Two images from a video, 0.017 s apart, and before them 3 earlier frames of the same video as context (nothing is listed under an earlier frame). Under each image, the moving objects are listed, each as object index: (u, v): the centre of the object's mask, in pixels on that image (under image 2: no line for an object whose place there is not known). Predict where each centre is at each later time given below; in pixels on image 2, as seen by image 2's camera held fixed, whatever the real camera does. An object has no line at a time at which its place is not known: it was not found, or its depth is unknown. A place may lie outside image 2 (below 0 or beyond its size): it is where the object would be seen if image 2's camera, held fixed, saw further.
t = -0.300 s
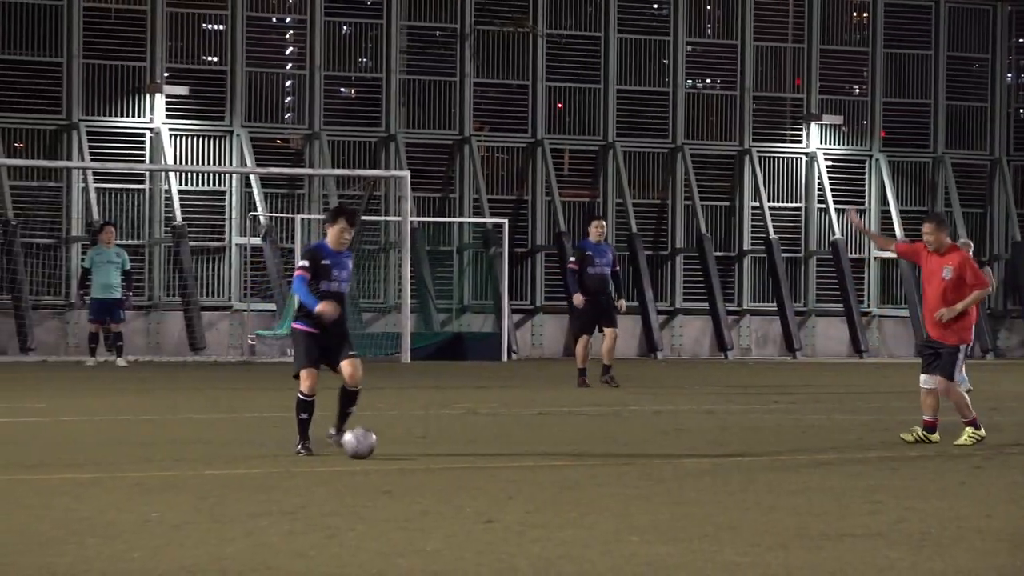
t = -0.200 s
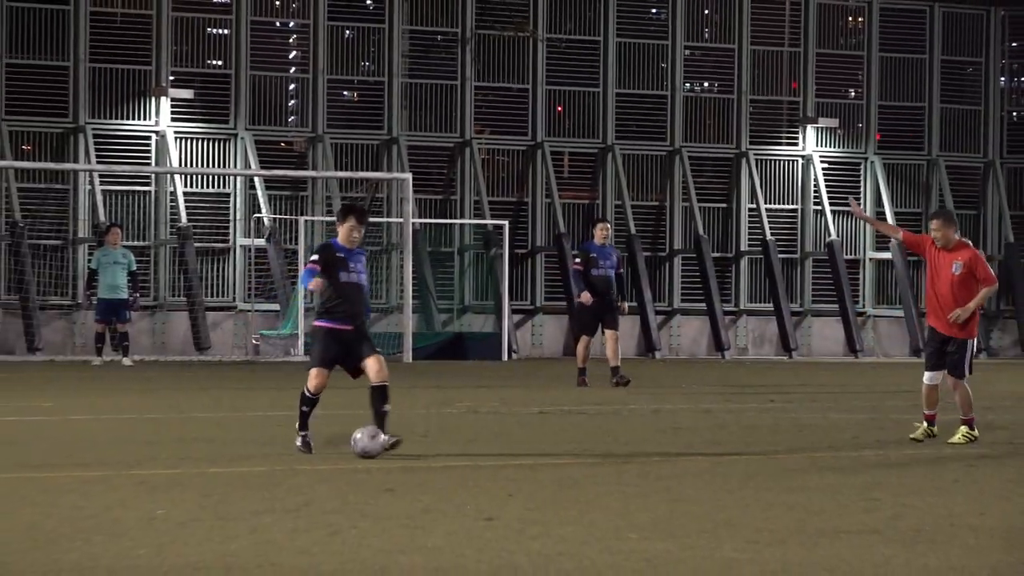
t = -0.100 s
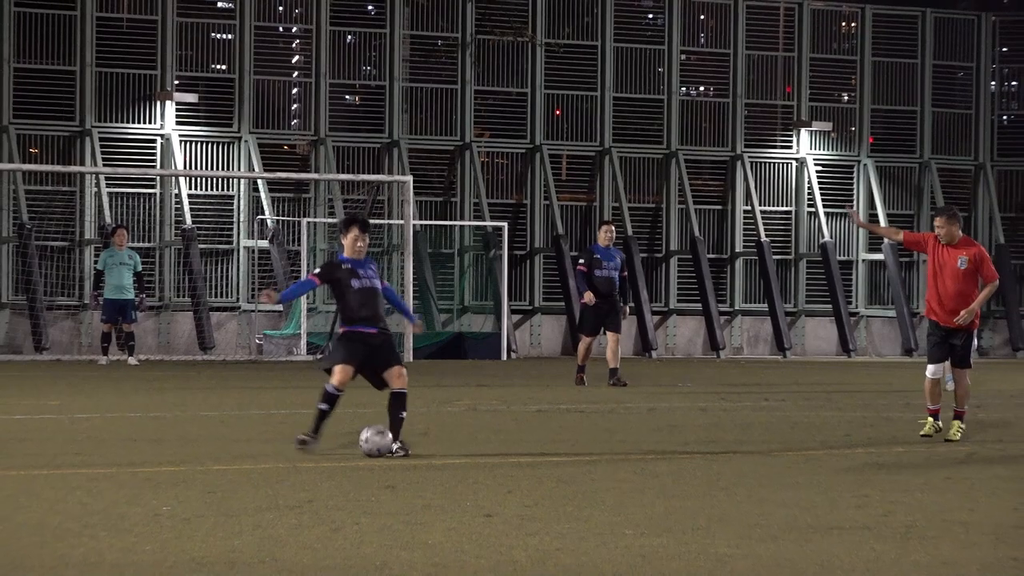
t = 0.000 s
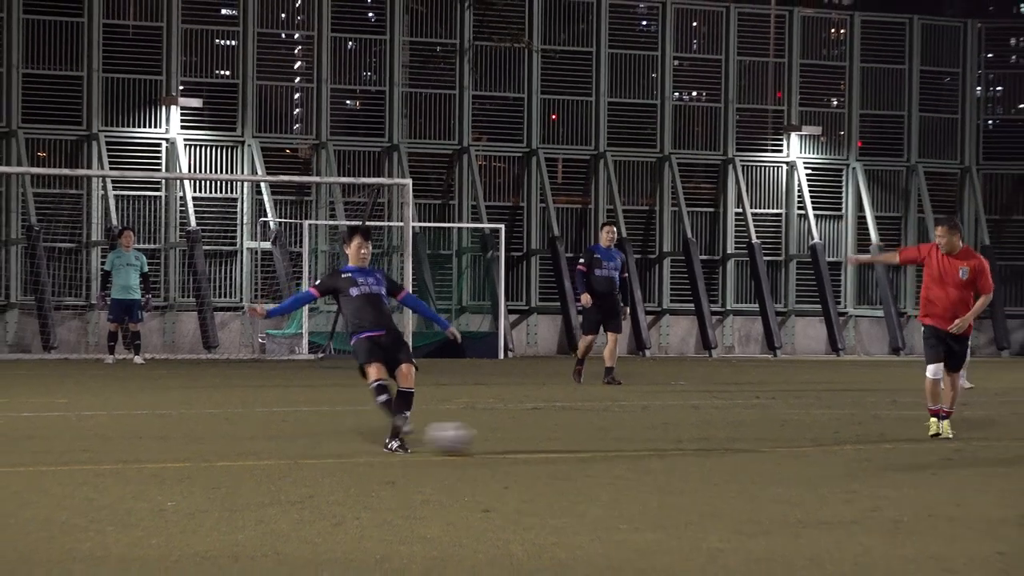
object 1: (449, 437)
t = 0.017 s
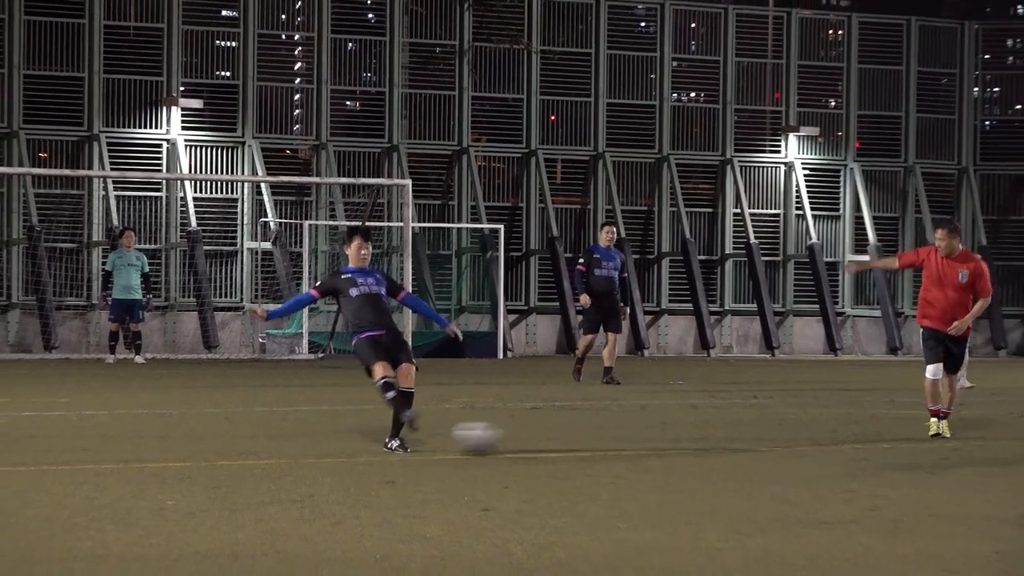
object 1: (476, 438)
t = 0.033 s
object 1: (504, 438)
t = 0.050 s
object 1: (533, 439)
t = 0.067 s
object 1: (561, 440)
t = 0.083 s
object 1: (590, 443)
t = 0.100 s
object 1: (618, 447)
